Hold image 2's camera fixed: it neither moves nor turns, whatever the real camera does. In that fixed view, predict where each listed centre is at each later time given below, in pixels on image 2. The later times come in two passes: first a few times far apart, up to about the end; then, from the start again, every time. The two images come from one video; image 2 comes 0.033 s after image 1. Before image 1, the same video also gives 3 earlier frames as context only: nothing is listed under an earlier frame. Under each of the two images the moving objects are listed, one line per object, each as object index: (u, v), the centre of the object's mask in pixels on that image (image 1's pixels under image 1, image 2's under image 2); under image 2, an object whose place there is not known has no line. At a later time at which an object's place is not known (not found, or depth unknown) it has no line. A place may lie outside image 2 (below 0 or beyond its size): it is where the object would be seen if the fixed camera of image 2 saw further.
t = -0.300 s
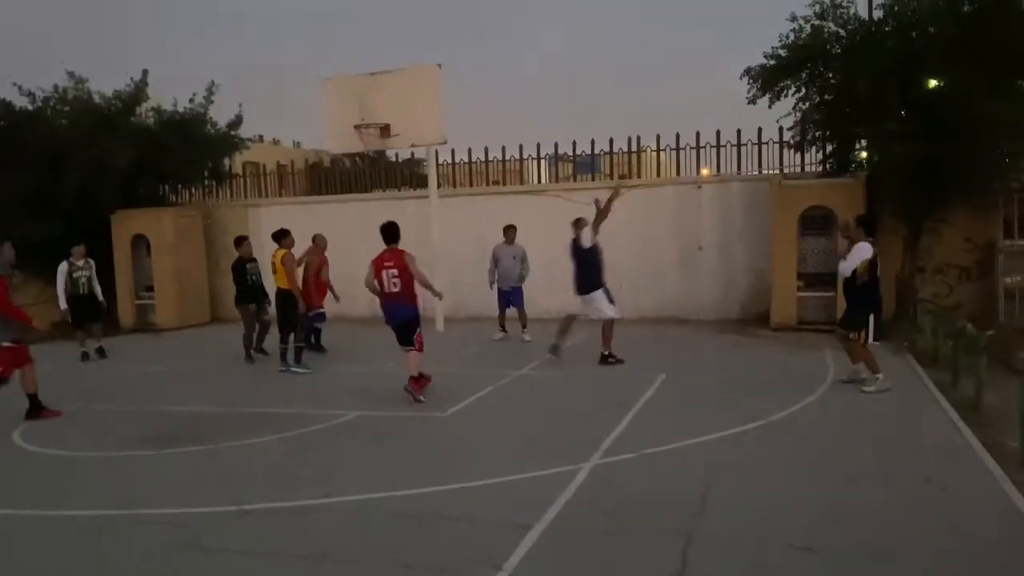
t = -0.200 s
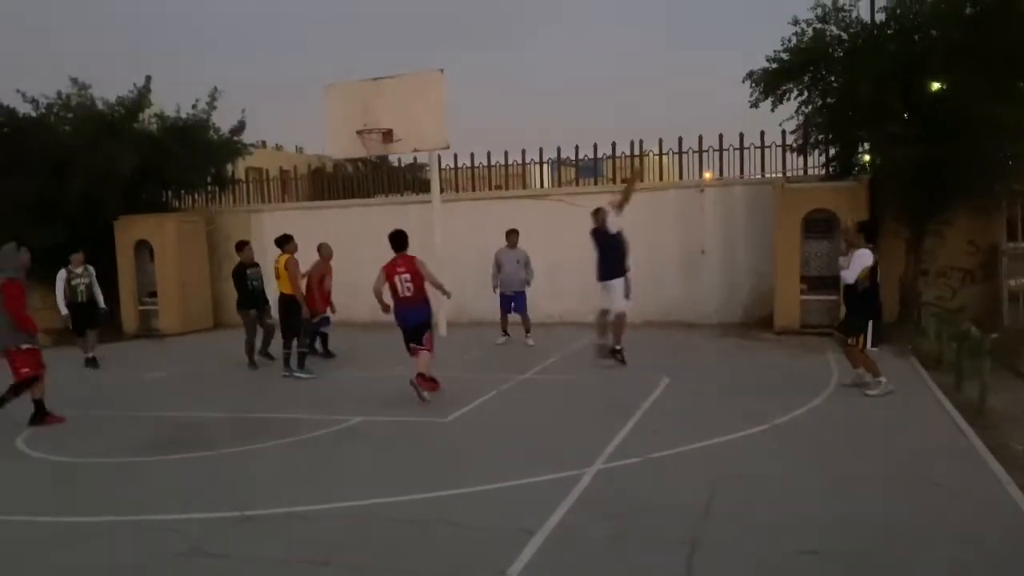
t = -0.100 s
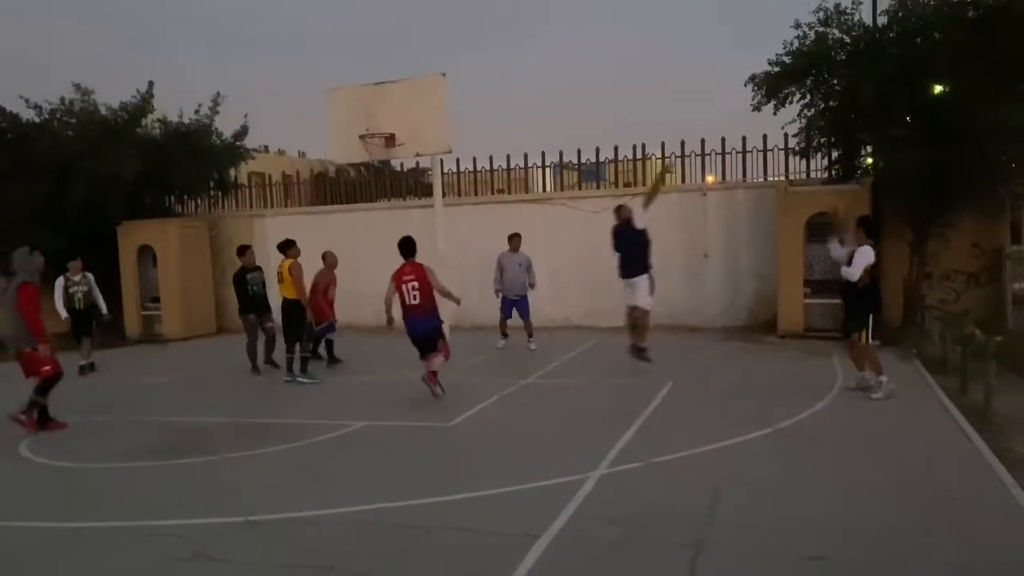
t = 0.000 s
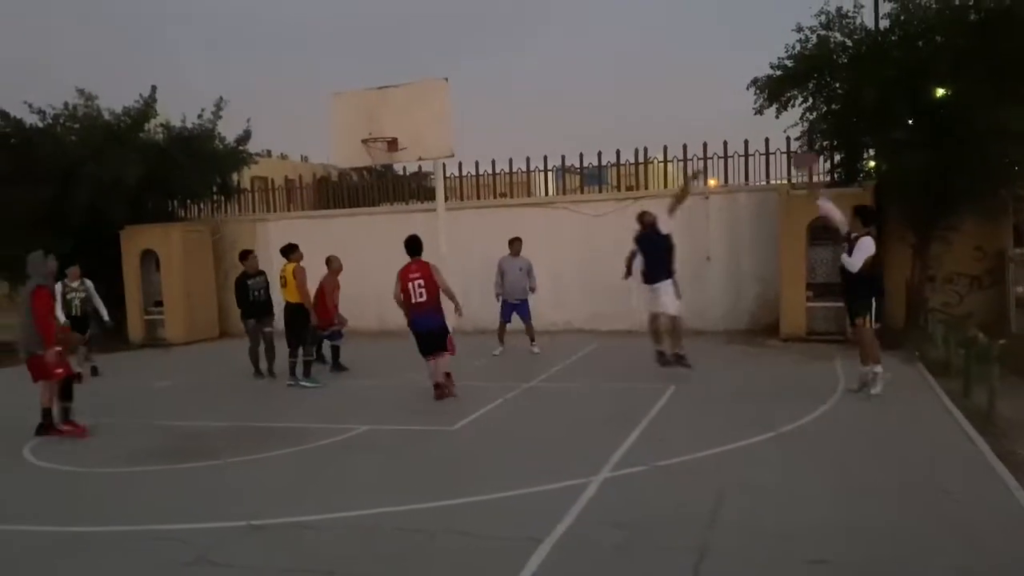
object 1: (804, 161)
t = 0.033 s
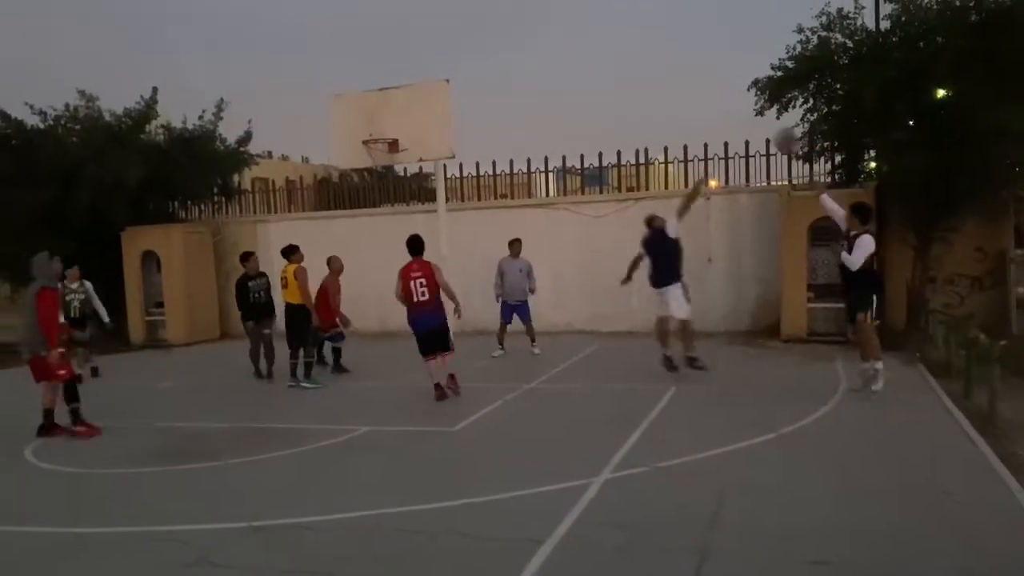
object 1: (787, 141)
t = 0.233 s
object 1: (694, 52)
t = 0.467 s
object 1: (600, 4)
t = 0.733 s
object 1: (510, 11)
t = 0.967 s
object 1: (443, 62)
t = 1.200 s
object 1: (395, 122)
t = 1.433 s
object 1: (392, 69)
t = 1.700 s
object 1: (392, 58)
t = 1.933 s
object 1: (395, 93)
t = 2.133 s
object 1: (406, 126)
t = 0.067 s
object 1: (770, 124)
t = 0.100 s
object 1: (753, 107)
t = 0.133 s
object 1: (739, 90)
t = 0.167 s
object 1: (724, 76)
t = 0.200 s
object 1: (709, 64)
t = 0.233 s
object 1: (694, 52)
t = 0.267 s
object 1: (680, 42)
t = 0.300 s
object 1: (666, 33)
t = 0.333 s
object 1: (653, 25)
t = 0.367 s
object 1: (639, 18)
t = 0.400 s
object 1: (626, 13)
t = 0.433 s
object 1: (613, 7)
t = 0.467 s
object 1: (600, 4)
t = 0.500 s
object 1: (589, 3)
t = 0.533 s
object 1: (576, 2)
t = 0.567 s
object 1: (564, 2)
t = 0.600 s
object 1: (553, 2)
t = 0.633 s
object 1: (542, 3)
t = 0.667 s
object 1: (532, 4)
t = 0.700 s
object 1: (521, 7)
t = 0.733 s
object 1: (510, 11)
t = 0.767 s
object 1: (500, 16)
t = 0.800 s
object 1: (490, 21)
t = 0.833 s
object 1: (481, 28)
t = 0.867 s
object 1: (471, 35)
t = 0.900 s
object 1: (461, 43)
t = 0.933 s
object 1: (452, 52)
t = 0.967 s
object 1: (443, 62)
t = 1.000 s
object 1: (435, 72)
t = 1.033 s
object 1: (426, 83)
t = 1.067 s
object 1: (417, 95)
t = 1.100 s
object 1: (409, 106)
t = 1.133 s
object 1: (401, 119)
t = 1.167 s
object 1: (396, 130)
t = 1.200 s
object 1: (395, 122)
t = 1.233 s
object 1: (394, 112)
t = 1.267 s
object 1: (394, 103)
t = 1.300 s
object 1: (393, 94)
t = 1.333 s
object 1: (393, 86)
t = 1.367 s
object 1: (393, 80)
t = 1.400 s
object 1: (393, 74)
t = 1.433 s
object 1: (392, 69)
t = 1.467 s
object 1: (392, 64)
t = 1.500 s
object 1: (392, 61)
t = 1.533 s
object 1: (392, 58)
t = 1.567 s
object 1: (392, 57)
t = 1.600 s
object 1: (392, 56)
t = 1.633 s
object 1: (392, 55)
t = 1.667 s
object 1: (392, 56)
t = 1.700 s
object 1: (392, 58)
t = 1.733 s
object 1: (393, 60)
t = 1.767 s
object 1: (393, 64)
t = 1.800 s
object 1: (393, 68)
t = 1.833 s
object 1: (394, 73)
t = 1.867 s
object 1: (394, 79)
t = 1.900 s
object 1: (395, 85)
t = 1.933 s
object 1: (395, 93)
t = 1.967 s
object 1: (396, 101)
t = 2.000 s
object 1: (397, 111)
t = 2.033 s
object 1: (397, 120)
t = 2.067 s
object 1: (398, 130)
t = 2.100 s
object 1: (402, 129)
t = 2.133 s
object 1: (406, 126)
